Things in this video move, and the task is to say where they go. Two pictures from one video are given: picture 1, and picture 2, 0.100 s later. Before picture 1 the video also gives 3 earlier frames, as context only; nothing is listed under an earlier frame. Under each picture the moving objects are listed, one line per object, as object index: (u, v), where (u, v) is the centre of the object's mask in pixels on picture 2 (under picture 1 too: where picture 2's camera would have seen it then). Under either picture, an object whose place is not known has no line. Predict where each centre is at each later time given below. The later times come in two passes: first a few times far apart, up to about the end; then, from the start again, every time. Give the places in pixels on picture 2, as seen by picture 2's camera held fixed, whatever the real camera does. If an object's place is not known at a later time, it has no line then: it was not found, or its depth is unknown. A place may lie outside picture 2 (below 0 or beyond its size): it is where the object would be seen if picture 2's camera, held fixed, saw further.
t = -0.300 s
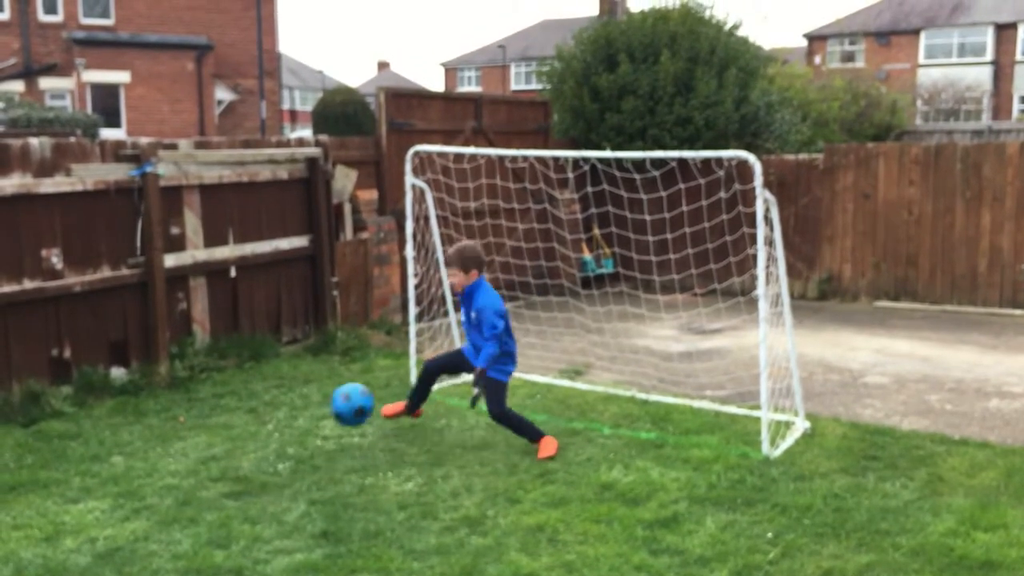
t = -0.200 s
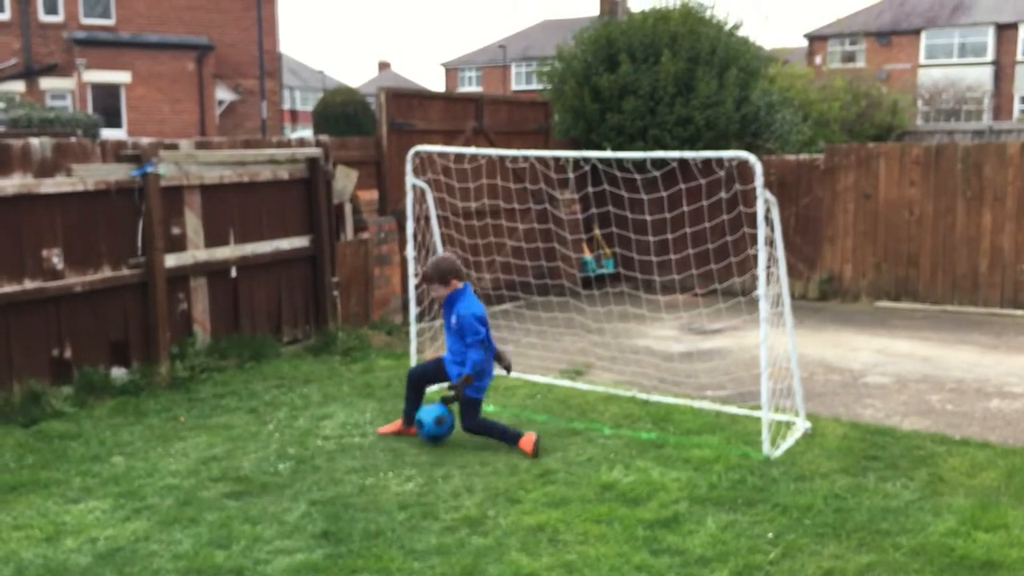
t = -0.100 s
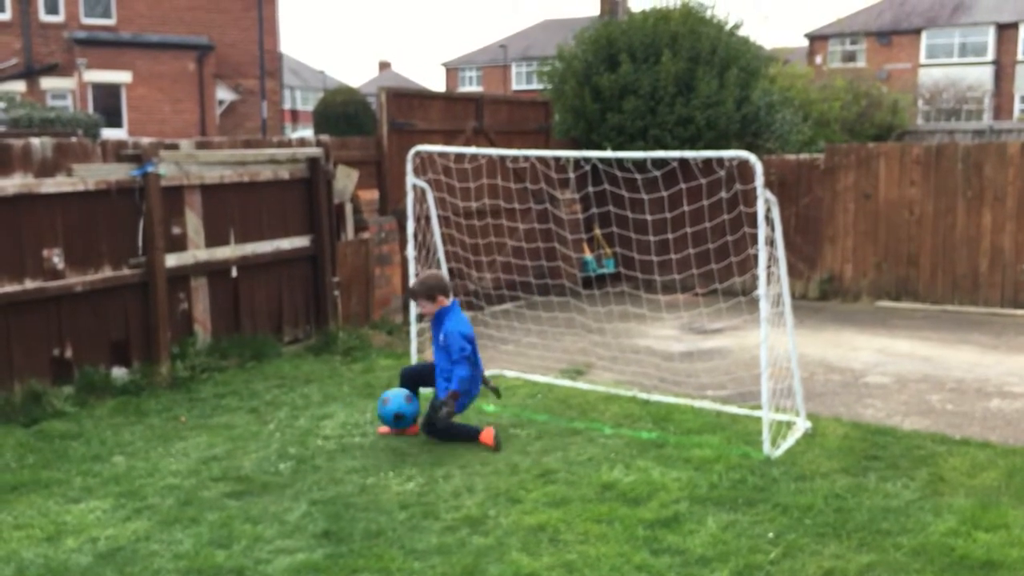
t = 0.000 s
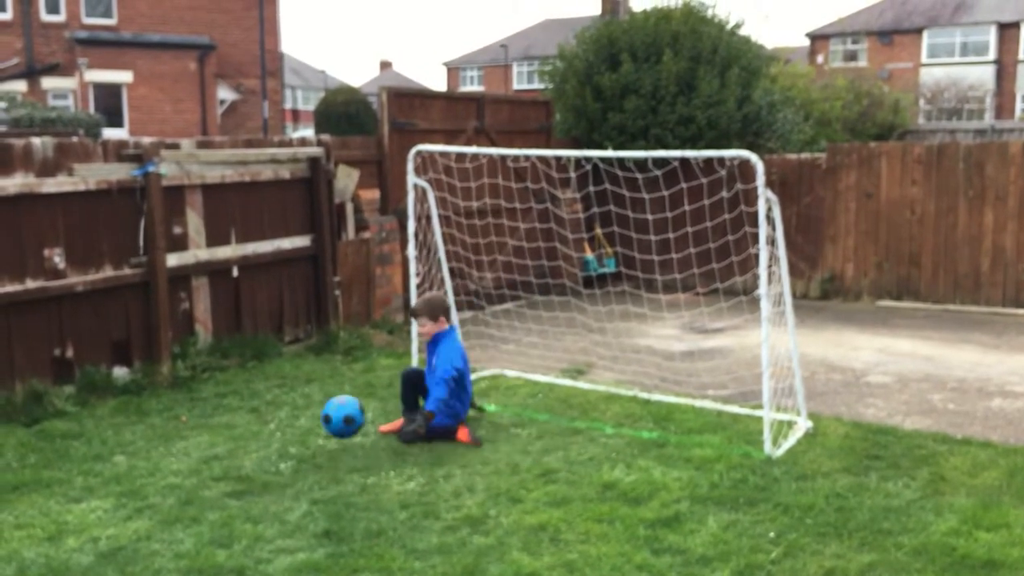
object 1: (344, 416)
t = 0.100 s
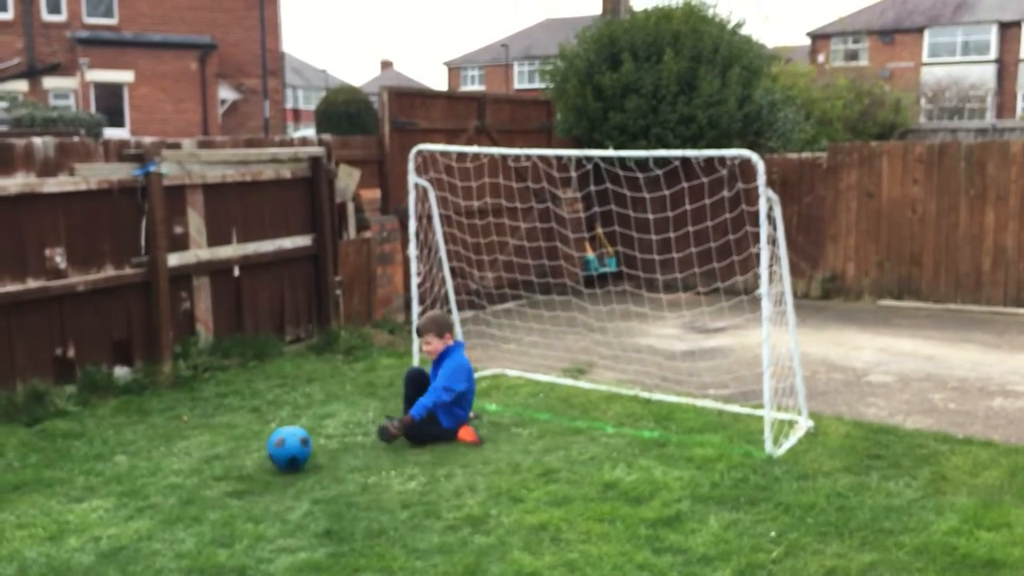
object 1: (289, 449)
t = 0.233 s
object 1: (257, 453)
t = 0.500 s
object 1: (200, 492)
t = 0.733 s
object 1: (151, 517)
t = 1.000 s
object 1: (87, 551)
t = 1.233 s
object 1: (38, 568)
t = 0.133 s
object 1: (276, 453)
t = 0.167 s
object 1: (269, 450)
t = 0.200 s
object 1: (263, 450)
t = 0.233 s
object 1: (257, 453)
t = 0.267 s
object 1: (250, 459)
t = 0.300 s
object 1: (244, 469)
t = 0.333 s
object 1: (240, 477)
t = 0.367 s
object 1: (233, 479)
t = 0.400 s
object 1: (225, 479)
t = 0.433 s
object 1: (216, 481)
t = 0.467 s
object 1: (208, 486)
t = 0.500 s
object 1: (200, 492)
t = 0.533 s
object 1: (193, 495)
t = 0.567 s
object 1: (185, 497)
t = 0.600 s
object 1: (178, 500)
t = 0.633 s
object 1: (172, 505)
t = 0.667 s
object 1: (165, 512)
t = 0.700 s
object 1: (159, 514)
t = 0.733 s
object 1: (151, 517)
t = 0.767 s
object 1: (143, 521)
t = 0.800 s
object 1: (134, 527)
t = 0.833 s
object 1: (127, 532)
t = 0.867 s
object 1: (119, 537)
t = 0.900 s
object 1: (110, 539)
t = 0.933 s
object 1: (103, 543)
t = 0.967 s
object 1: (94, 547)
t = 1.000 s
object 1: (87, 551)
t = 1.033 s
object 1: (80, 554)
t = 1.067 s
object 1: (72, 557)
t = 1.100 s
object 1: (65, 560)
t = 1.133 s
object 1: (58, 561)
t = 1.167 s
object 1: (52, 562)
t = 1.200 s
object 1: (45, 565)
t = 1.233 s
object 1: (38, 568)
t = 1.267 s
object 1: (31, 570)
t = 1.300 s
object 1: (24, 572)
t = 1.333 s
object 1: (17, 574)
